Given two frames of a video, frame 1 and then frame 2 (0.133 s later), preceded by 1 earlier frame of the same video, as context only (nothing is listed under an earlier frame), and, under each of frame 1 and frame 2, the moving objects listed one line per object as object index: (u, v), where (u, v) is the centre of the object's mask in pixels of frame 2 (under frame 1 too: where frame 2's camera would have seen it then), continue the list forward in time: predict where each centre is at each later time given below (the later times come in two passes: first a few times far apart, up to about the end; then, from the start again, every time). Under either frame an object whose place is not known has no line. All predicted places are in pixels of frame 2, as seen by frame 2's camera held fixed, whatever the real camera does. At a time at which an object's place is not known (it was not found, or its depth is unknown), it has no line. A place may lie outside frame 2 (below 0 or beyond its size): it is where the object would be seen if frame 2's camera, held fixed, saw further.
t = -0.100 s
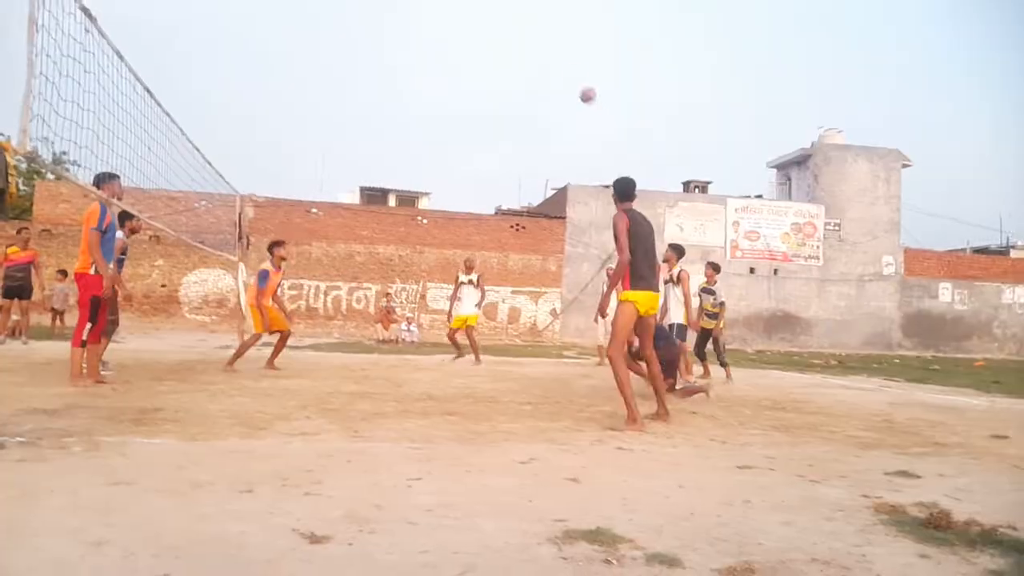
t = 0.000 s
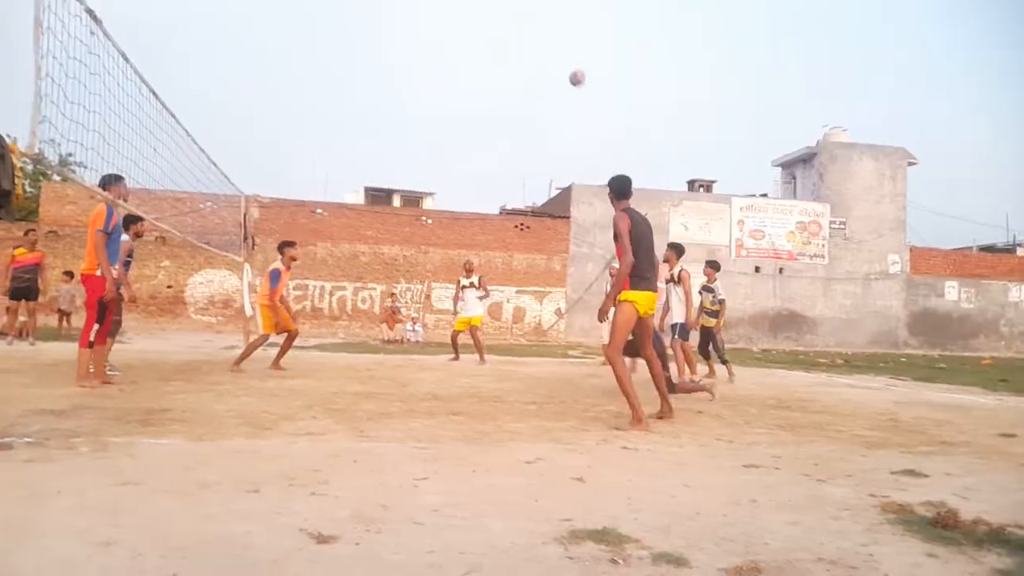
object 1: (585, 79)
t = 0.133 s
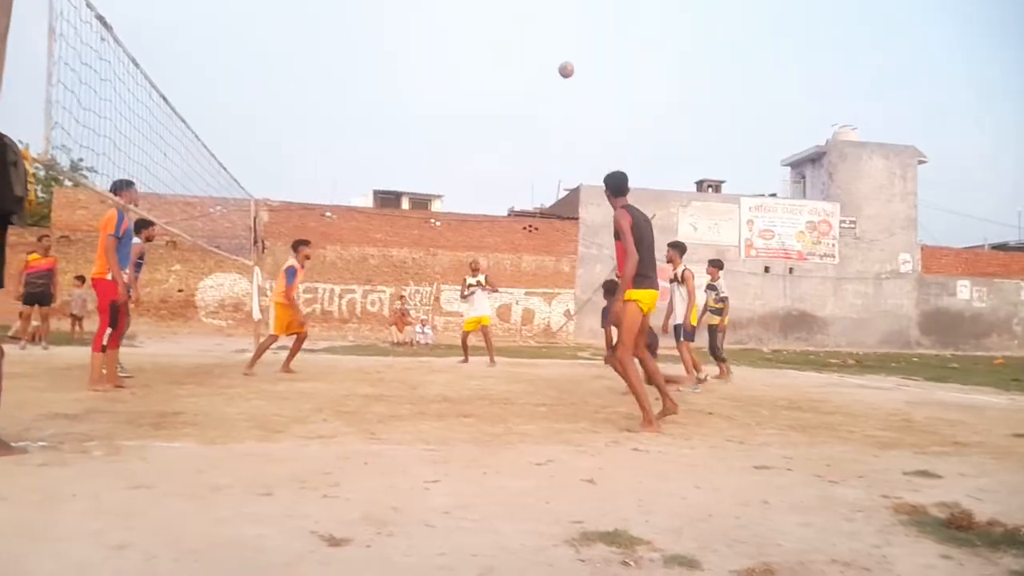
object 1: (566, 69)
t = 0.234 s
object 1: (553, 72)
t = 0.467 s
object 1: (525, 103)
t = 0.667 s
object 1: (502, 155)
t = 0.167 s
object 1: (561, 70)
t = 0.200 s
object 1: (557, 70)
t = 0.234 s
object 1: (553, 72)
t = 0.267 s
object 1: (549, 75)
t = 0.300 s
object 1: (544, 77)
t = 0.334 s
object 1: (541, 81)
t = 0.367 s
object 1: (536, 86)
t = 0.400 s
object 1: (532, 91)
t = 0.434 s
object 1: (529, 97)
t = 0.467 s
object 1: (525, 103)
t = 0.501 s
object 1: (521, 110)
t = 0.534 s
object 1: (517, 118)
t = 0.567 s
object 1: (514, 126)
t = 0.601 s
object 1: (510, 135)
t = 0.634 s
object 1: (506, 145)
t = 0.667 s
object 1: (502, 155)
